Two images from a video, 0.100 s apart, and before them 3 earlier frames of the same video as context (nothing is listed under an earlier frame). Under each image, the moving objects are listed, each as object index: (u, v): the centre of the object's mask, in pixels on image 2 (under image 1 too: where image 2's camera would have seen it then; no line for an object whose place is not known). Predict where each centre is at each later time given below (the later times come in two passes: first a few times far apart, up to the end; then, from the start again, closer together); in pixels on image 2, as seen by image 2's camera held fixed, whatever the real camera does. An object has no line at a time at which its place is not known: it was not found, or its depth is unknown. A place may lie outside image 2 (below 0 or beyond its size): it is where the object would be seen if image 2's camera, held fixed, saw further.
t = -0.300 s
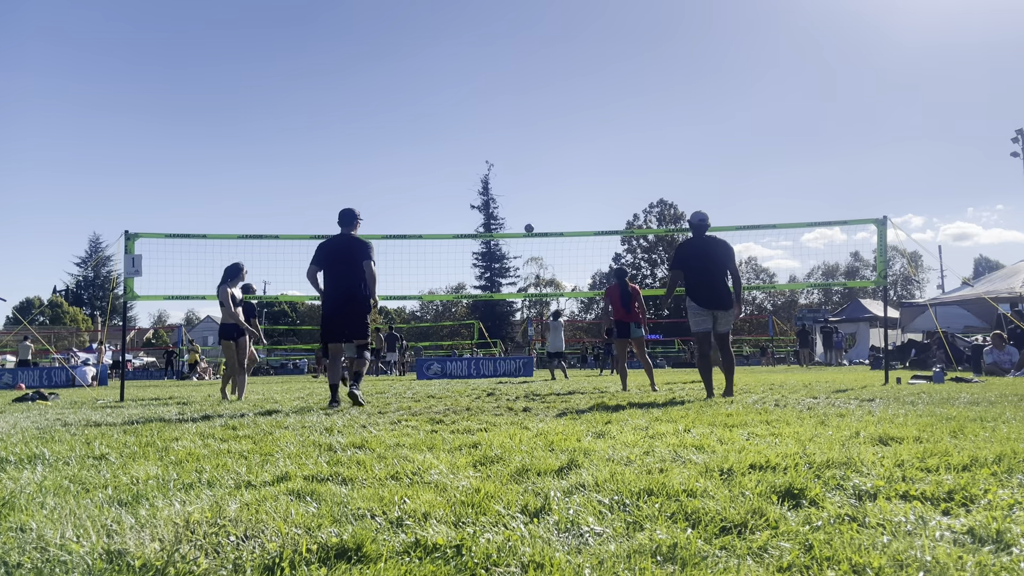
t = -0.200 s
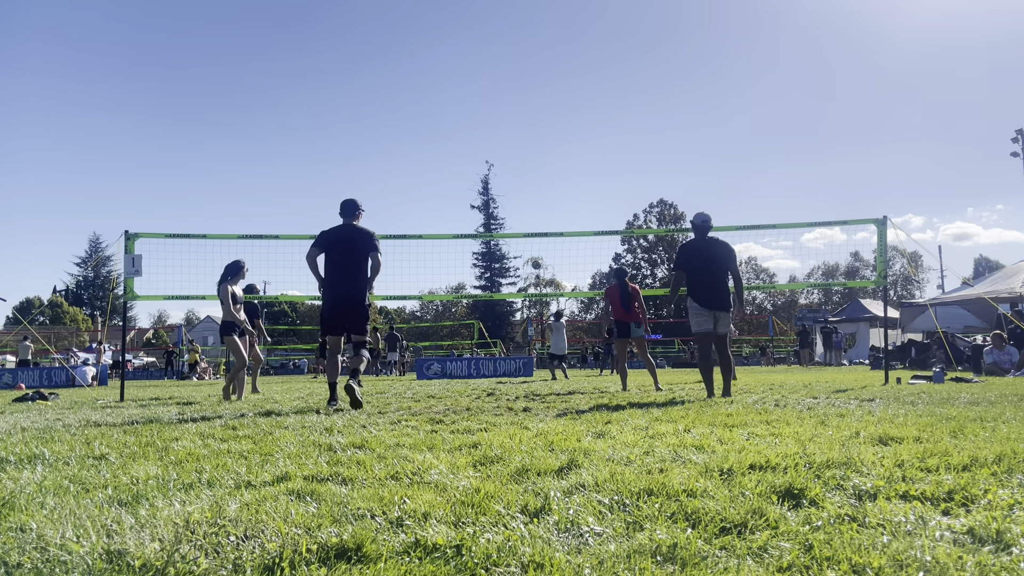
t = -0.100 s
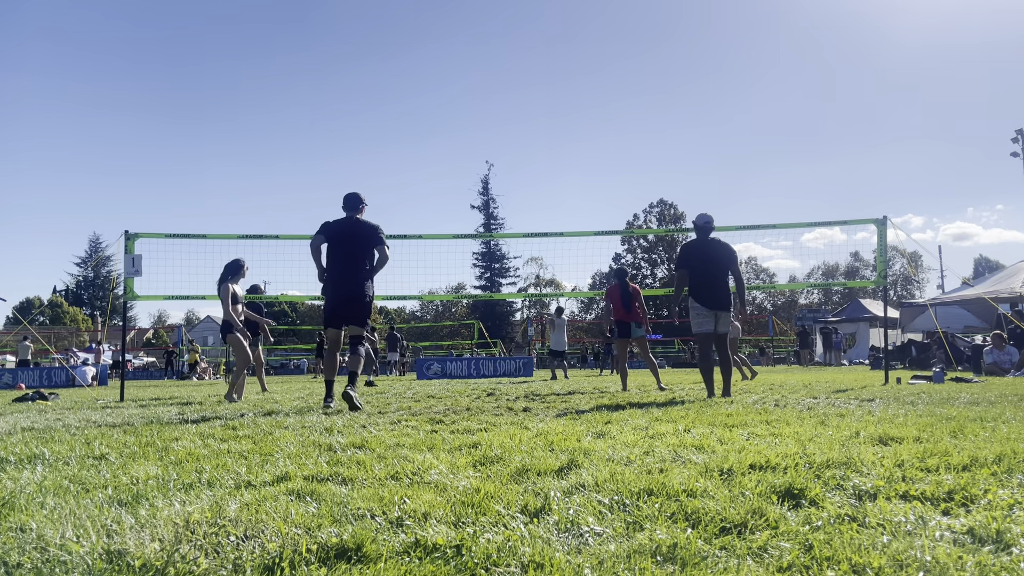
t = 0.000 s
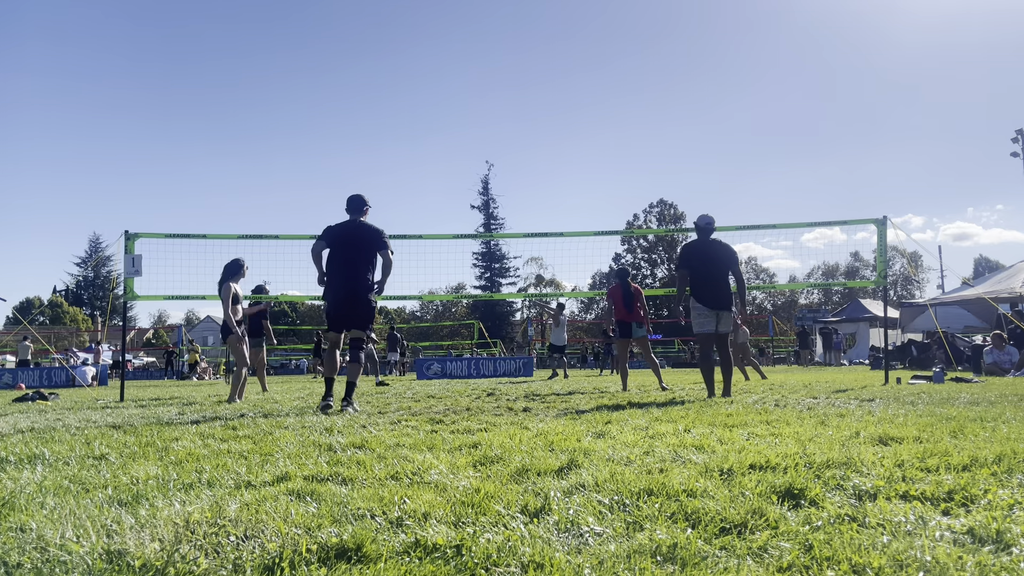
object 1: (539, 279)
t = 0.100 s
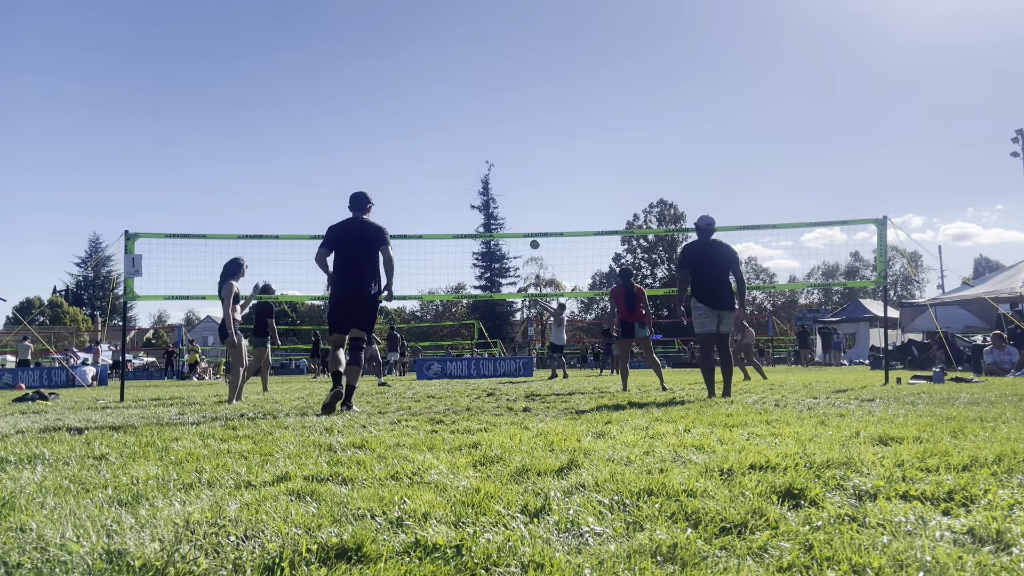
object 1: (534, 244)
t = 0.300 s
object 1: (523, 186)
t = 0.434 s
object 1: (515, 156)
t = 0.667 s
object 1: (500, 121)
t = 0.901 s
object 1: (485, 111)
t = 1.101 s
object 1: (471, 127)
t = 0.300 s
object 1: (523, 186)
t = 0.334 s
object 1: (521, 178)
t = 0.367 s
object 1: (519, 171)
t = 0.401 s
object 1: (517, 163)
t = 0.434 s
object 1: (515, 156)
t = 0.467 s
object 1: (513, 150)
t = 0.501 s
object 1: (511, 144)
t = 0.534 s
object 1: (509, 138)
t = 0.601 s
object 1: (505, 129)
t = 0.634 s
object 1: (503, 125)
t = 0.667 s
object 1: (500, 121)
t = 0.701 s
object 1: (498, 118)
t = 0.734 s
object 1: (496, 116)
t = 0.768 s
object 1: (494, 114)
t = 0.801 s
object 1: (492, 112)
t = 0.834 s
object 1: (489, 111)
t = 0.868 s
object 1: (487, 111)
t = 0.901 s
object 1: (485, 111)
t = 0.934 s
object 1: (483, 112)
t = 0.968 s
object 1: (480, 114)
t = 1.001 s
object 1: (478, 116)
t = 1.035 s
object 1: (476, 119)
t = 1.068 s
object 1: (474, 123)
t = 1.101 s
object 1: (471, 127)
